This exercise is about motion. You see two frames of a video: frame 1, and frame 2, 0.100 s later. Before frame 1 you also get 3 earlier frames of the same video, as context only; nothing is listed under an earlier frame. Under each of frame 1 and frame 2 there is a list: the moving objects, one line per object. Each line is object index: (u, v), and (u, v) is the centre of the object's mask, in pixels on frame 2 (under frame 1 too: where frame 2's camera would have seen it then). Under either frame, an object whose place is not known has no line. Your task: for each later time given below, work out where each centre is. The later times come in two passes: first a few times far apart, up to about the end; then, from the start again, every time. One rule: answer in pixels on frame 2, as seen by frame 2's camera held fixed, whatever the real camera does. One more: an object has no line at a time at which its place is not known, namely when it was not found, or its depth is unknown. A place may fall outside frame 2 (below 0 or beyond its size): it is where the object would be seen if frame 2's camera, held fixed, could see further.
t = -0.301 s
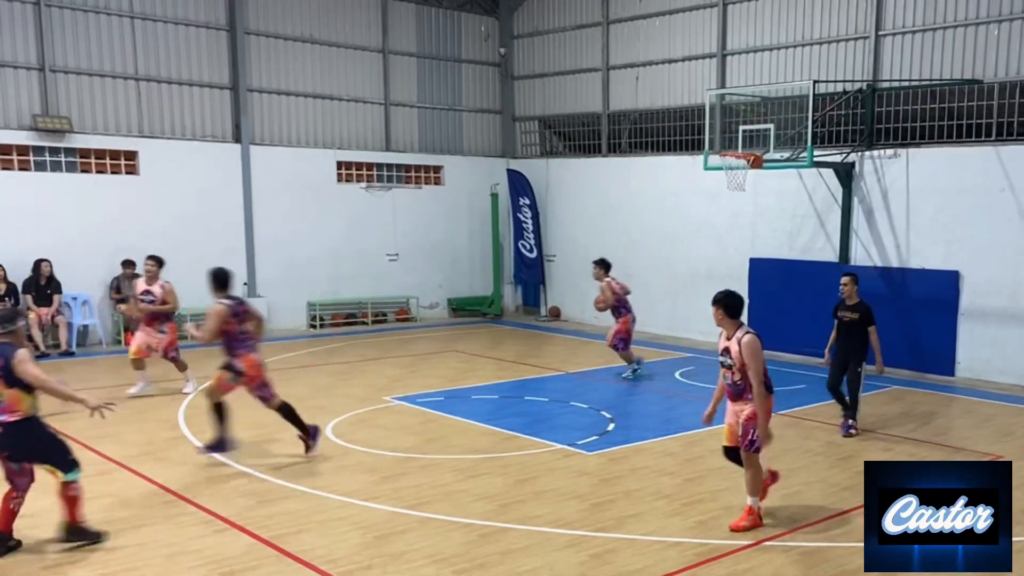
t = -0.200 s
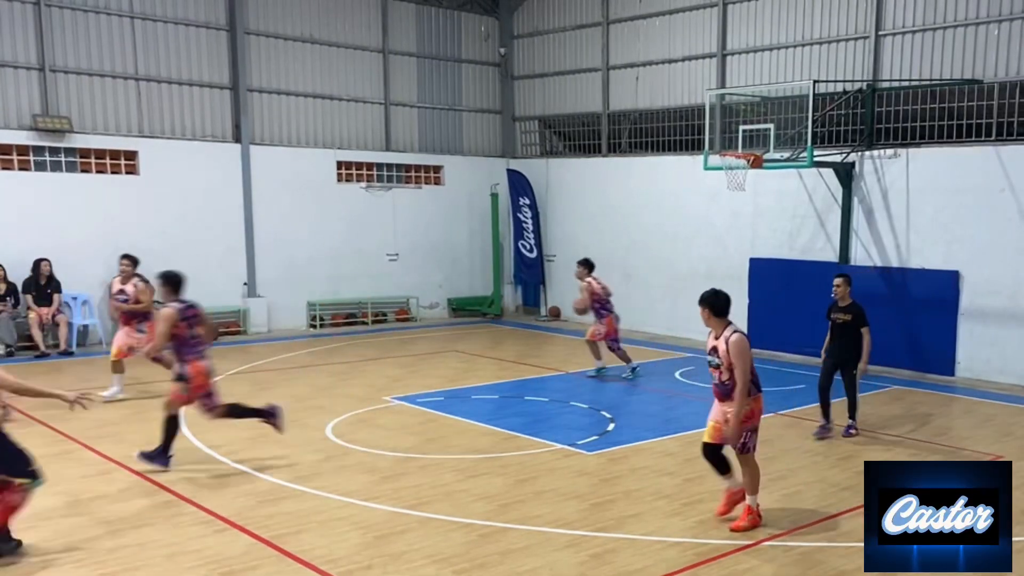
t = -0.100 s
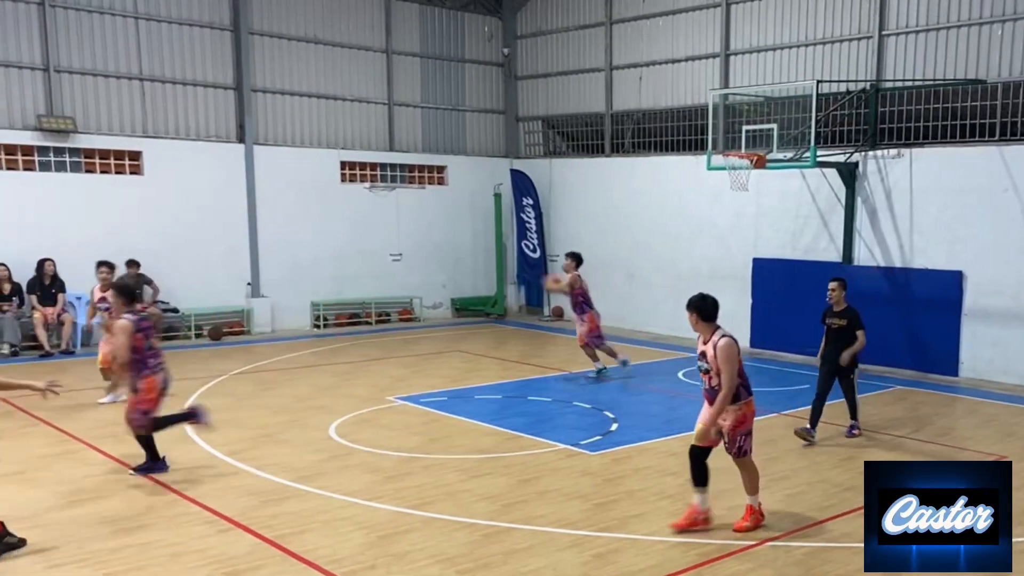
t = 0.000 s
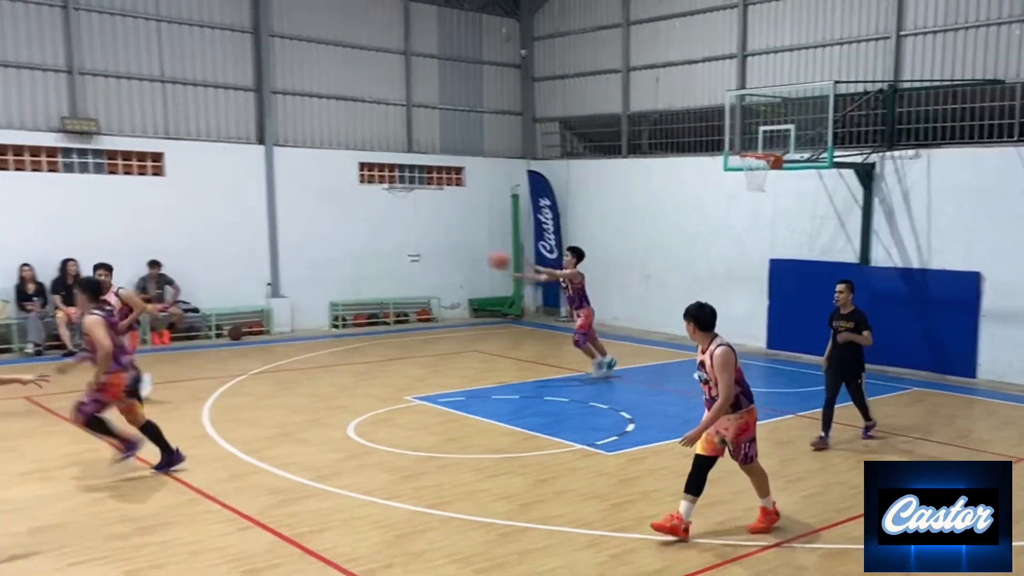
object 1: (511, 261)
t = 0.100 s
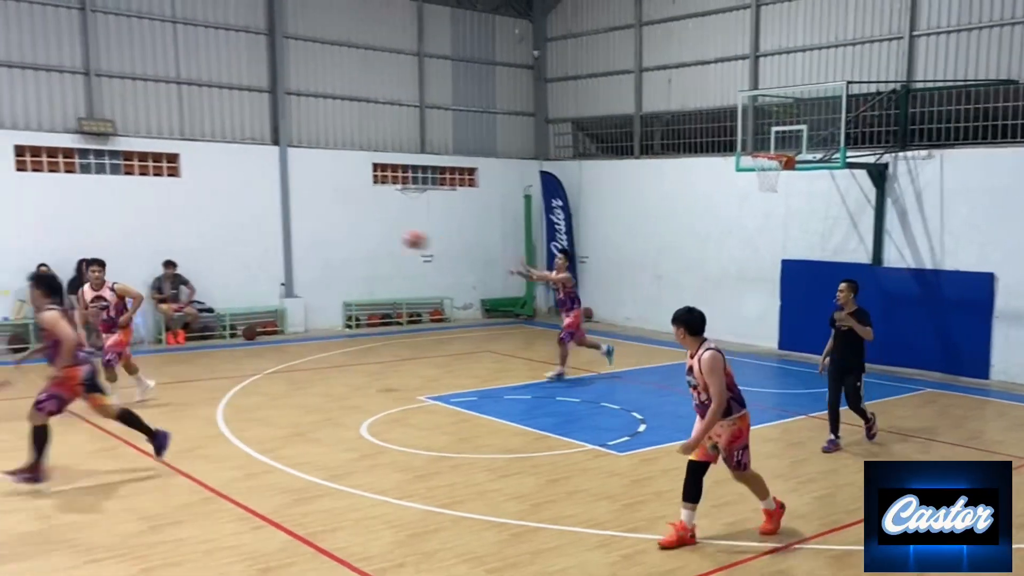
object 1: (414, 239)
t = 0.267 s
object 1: (240, 217)
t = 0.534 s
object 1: (-83, 219)
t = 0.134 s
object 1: (381, 234)
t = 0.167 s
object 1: (346, 229)
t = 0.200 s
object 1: (312, 224)
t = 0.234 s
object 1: (276, 220)
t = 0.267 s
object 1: (240, 217)
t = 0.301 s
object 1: (202, 214)
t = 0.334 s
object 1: (165, 212)
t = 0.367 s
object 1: (127, 211)
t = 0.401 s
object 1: (88, 210)
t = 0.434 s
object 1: (46, 212)
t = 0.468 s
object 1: (5, 213)
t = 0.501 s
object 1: (-39, 215)
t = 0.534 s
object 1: (-83, 219)
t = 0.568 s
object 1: (-128, 224)
